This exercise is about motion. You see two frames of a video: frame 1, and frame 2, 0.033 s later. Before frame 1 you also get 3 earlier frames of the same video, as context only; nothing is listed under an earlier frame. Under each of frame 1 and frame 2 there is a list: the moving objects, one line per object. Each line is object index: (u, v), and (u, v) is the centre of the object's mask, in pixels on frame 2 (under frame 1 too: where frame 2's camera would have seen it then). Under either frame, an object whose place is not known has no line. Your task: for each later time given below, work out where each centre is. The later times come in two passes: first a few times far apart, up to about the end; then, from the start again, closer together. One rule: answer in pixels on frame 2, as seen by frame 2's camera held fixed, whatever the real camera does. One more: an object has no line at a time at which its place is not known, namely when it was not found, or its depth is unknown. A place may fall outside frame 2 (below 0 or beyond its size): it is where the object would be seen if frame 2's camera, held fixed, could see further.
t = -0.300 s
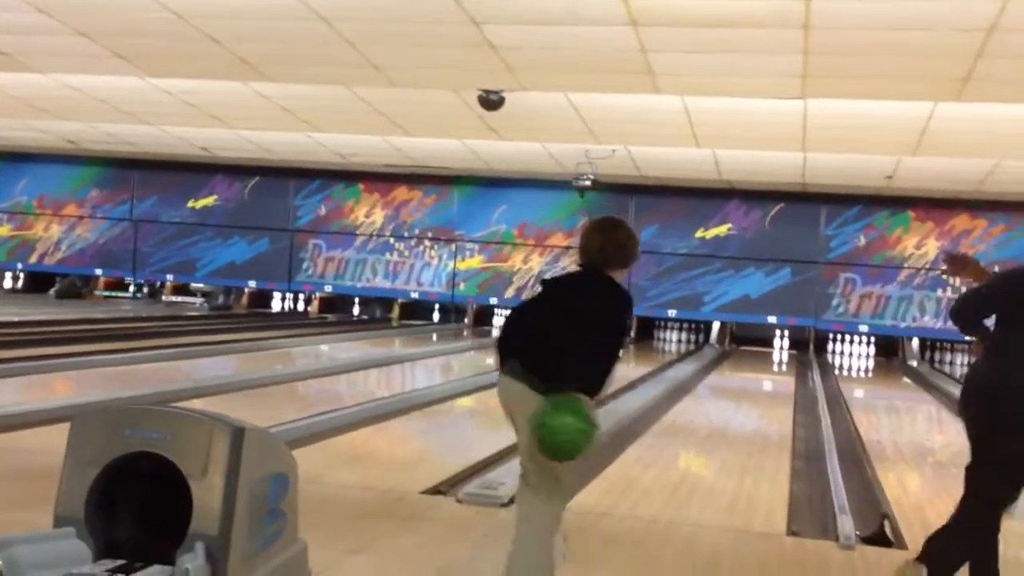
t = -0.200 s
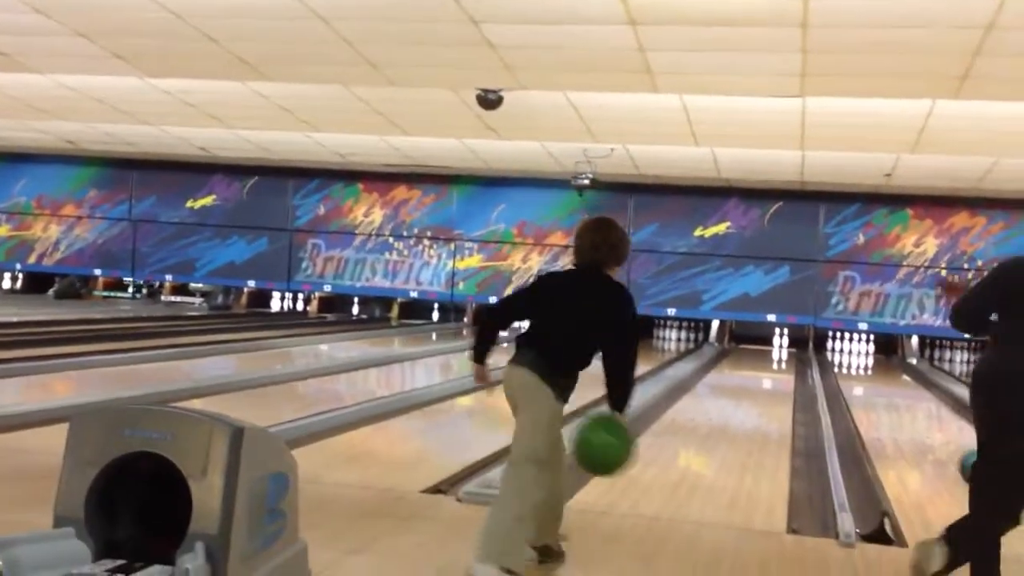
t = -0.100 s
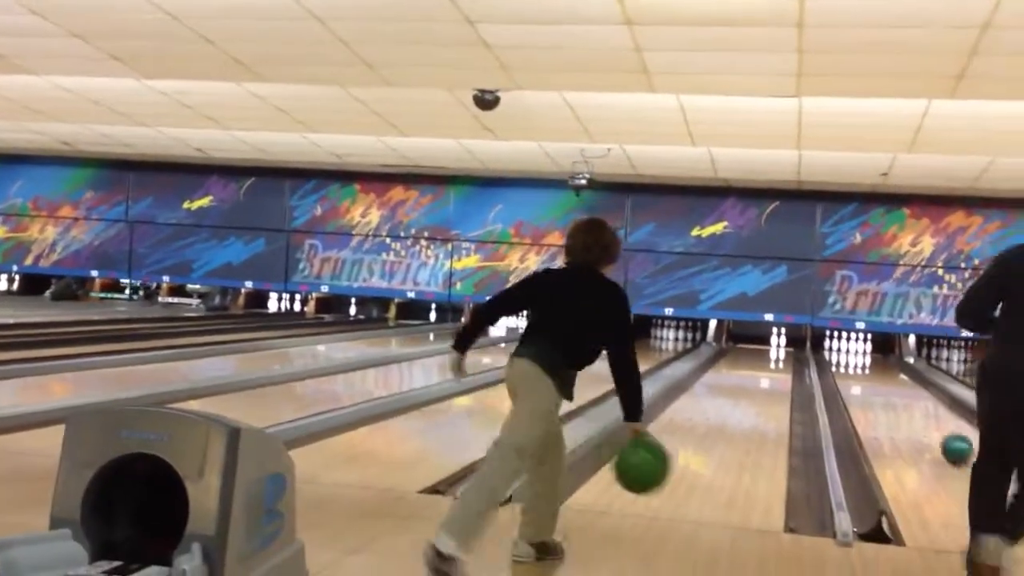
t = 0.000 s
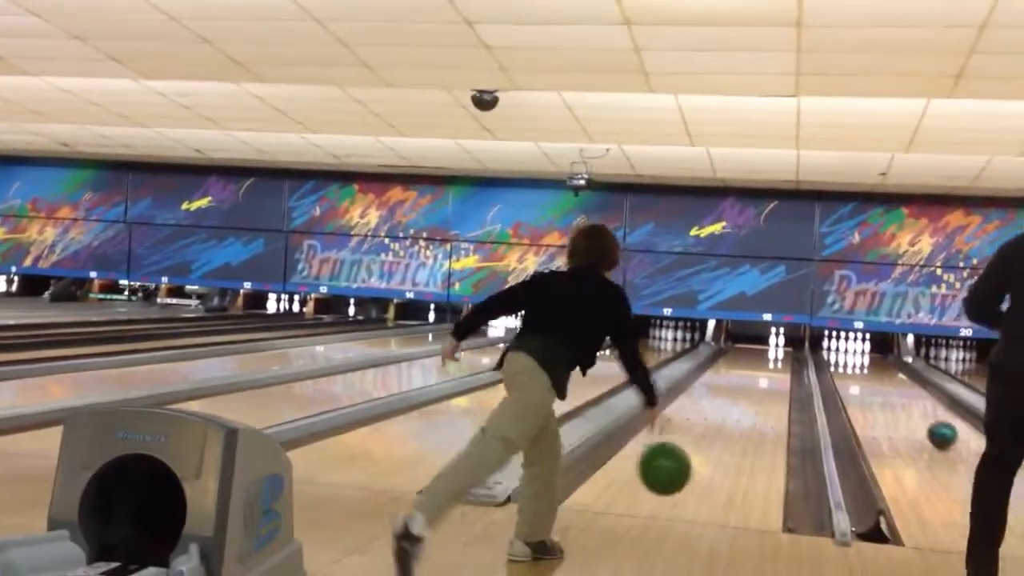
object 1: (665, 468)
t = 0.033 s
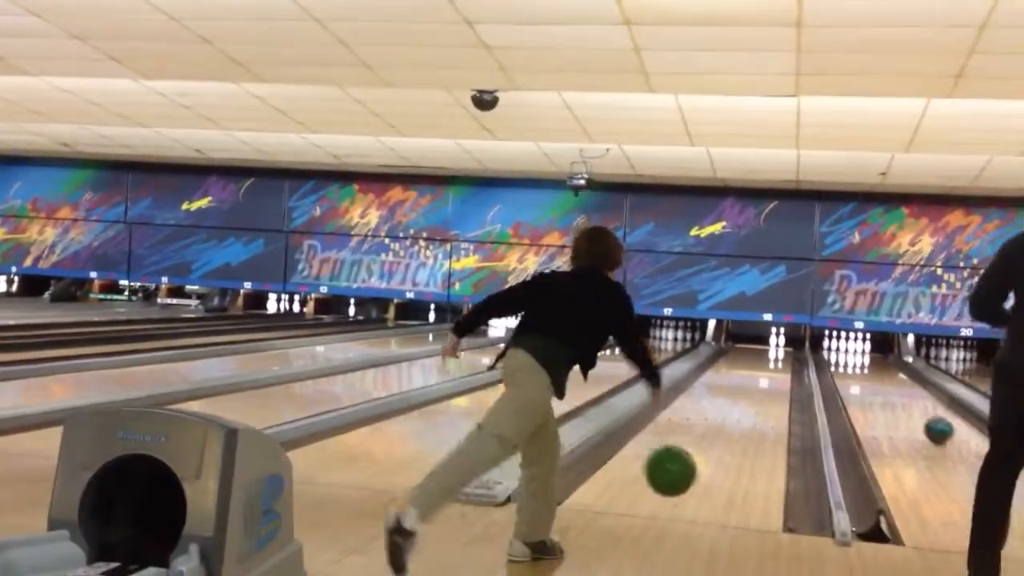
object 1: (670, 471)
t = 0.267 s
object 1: (701, 486)
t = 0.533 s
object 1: (730, 456)
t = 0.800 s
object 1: (749, 433)
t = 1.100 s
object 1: (765, 414)
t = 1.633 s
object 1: (781, 393)
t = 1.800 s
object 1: (785, 387)
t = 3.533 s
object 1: (795, 362)
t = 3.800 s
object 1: (796, 360)
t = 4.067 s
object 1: (795, 359)
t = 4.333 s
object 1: (797, 356)
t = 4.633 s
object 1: (798, 356)
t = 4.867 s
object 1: (803, 353)
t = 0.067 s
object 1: (675, 476)
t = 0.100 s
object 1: (680, 483)
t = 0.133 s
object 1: (685, 491)
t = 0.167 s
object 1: (689, 499)
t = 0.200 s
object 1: (694, 494)
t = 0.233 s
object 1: (698, 487)
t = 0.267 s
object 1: (701, 486)
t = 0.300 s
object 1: (705, 484)
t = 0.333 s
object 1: (709, 479)
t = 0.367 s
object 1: (713, 475)
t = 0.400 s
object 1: (716, 471)
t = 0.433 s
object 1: (720, 467)
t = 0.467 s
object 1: (724, 463)
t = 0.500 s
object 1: (727, 459)
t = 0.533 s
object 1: (730, 456)
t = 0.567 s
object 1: (733, 453)
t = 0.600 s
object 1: (735, 450)
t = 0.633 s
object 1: (738, 447)
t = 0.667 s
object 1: (740, 444)
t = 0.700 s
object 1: (742, 441)
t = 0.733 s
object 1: (744, 439)
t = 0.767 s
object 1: (747, 436)
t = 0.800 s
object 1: (749, 433)
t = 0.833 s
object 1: (751, 430)
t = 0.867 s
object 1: (753, 428)
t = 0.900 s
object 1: (755, 426)
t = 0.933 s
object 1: (757, 424)
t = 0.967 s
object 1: (759, 421)
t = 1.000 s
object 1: (760, 420)
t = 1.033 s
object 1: (761, 418)
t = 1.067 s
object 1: (763, 416)
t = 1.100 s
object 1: (765, 414)
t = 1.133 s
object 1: (766, 413)
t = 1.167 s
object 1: (767, 412)
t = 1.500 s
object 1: (777, 397)
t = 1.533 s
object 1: (778, 396)
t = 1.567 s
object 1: (779, 394)
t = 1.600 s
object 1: (780, 393)
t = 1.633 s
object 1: (781, 393)
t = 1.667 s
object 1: (782, 391)
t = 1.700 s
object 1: (783, 391)
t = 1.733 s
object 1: (783, 389)
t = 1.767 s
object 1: (784, 388)
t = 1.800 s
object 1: (785, 387)
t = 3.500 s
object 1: (795, 363)
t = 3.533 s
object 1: (795, 362)
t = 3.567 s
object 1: (795, 362)
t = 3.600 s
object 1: (795, 361)
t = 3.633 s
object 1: (795, 361)
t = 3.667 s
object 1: (795, 361)
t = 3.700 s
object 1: (796, 361)
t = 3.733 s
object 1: (795, 361)
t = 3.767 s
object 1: (796, 361)
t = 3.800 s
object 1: (796, 360)
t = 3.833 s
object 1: (796, 360)
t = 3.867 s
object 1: (795, 359)
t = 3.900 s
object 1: (795, 359)
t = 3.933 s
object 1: (796, 359)
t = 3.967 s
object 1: (796, 358)
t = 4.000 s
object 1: (796, 359)
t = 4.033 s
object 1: (796, 359)
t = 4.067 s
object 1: (795, 359)
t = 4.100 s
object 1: (795, 359)
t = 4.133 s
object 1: (795, 359)
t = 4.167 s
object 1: (794, 358)
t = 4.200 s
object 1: (795, 359)
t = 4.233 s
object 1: (794, 358)
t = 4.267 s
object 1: (795, 357)
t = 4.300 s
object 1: (796, 357)
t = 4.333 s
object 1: (797, 356)
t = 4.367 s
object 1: (797, 356)
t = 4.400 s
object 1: (797, 356)
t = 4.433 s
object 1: (797, 356)
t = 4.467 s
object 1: (797, 357)
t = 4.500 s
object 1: (797, 356)
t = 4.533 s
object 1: (798, 357)
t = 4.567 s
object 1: (798, 356)
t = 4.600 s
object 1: (798, 355)
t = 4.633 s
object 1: (798, 356)
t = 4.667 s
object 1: (799, 355)
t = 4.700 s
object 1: (799, 355)
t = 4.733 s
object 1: (798, 355)
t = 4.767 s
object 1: (798, 354)
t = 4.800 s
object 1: (799, 354)
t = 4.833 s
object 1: (801, 353)
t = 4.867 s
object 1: (803, 353)
